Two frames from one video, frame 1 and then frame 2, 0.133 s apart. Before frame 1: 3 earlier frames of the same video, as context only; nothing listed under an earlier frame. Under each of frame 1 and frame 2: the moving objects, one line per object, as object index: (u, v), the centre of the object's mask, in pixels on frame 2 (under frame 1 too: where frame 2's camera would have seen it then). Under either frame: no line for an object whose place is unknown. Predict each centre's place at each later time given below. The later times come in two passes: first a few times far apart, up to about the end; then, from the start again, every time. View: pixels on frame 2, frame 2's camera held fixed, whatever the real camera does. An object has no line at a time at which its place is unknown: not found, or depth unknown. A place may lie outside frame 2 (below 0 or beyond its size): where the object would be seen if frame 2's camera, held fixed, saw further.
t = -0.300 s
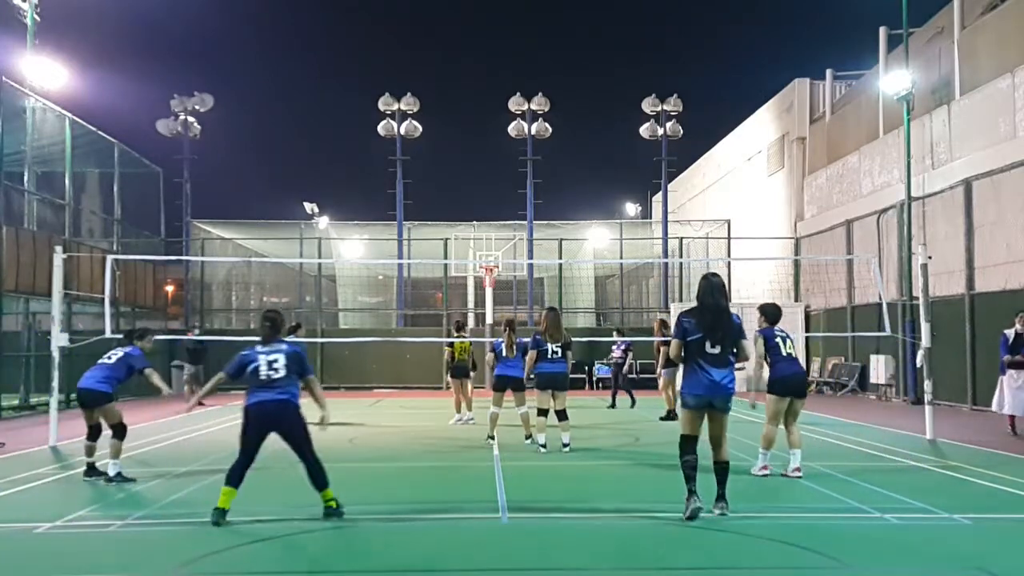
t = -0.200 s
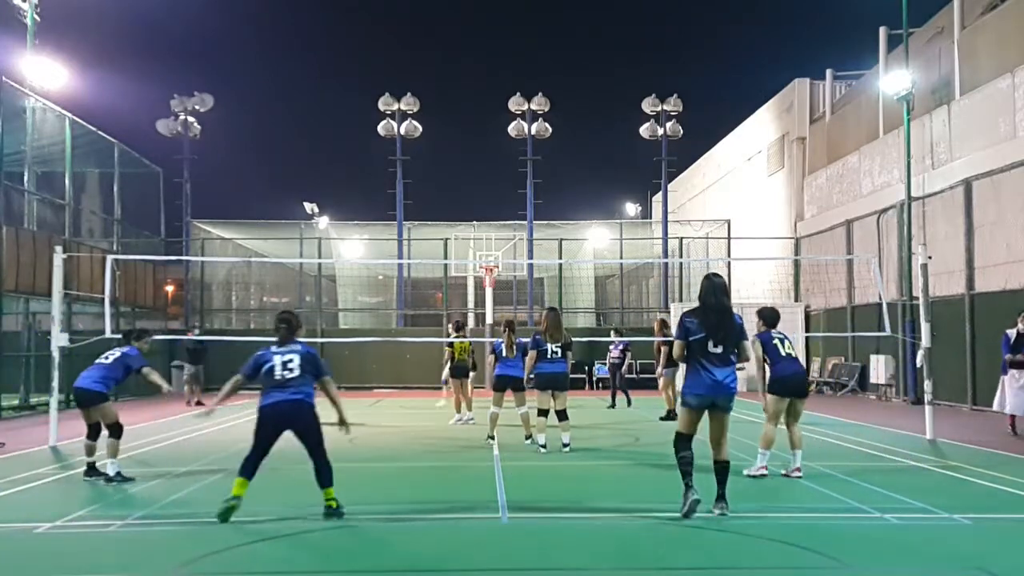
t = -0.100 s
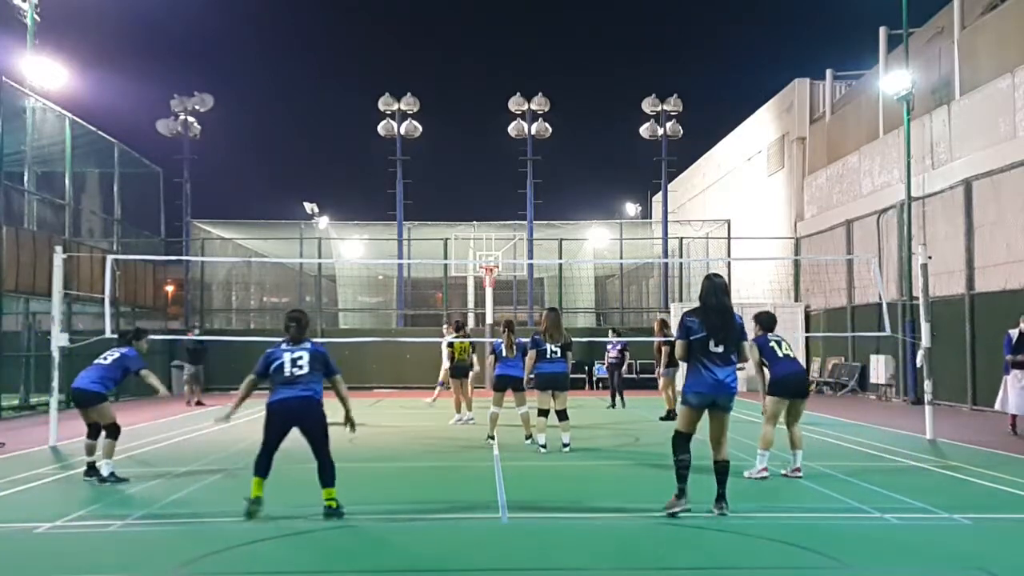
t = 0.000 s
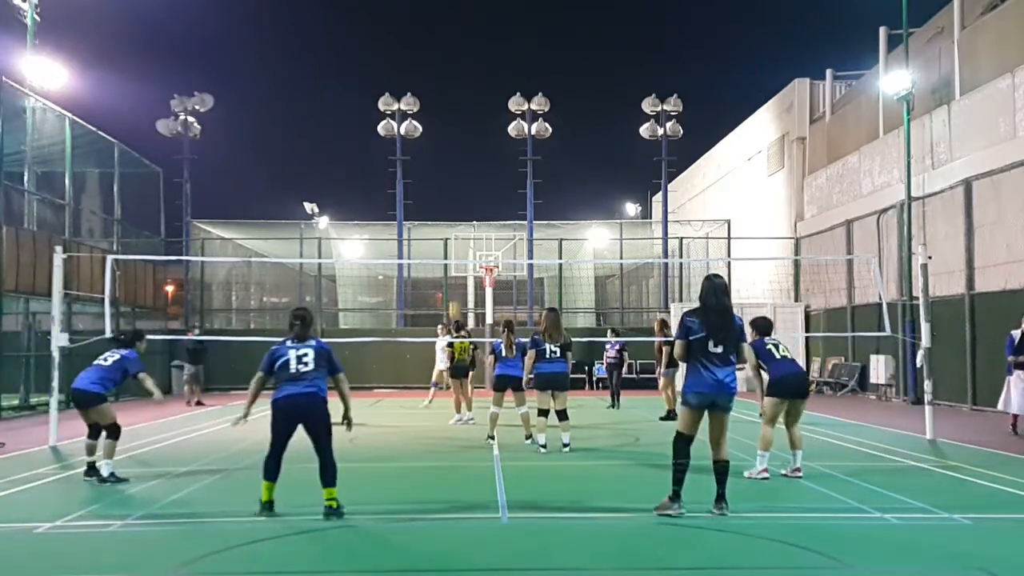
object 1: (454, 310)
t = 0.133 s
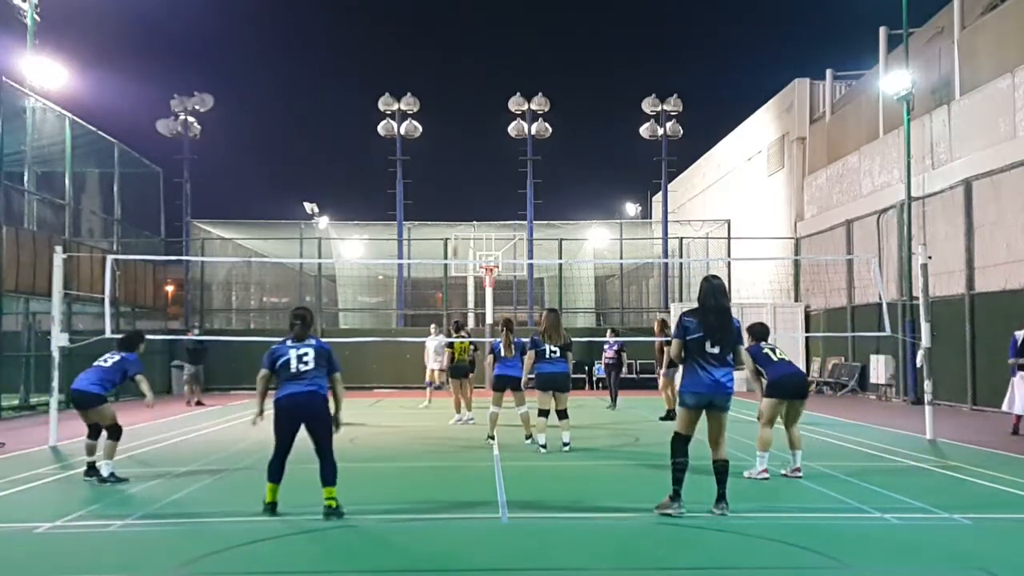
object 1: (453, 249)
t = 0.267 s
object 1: (452, 197)
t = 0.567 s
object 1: (455, 100)
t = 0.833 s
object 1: (464, 49)
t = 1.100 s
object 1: (478, 43)
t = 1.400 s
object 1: (493, 111)
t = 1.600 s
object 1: (500, 207)
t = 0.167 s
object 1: (453, 237)
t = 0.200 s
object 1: (452, 222)
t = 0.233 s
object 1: (452, 210)
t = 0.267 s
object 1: (452, 197)
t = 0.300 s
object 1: (452, 185)
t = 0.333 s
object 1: (452, 172)
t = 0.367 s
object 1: (452, 160)
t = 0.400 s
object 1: (452, 148)
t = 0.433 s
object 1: (452, 138)
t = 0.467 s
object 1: (453, 128)
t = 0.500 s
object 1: (454, 118)
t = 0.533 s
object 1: (454, 108)
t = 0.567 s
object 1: (455, 100)
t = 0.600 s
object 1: (456, 91)
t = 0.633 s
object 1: (457, 83)
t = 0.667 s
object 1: (458, 76)
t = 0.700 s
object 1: (459, 69)
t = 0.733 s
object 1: (460, 63)
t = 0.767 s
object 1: (461, 58)
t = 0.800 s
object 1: (463, 53)
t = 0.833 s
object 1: (464, 49)
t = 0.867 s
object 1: (466, 45)
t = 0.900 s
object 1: (468, 42)
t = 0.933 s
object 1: (469, 40)
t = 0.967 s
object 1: (471, 39)
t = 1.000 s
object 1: (473, 39)
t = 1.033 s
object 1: (474, 39)
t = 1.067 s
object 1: (476, 41)
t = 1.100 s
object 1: (478, 43)
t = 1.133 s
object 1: (480, 46)
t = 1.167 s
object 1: (481, 50)
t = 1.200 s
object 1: (483, 56)
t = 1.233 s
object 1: (485, 62)
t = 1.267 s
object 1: (487, 70)
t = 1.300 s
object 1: (488, 78)
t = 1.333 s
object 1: (490, 88)
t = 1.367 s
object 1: (491, 99)
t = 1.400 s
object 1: (493, 111)
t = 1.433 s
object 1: (494, 124)
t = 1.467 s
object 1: (496, 138)
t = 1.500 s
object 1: (497, 155)
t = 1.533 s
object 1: (498, 171)
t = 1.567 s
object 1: (499, 189)
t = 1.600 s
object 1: (500, 207)
